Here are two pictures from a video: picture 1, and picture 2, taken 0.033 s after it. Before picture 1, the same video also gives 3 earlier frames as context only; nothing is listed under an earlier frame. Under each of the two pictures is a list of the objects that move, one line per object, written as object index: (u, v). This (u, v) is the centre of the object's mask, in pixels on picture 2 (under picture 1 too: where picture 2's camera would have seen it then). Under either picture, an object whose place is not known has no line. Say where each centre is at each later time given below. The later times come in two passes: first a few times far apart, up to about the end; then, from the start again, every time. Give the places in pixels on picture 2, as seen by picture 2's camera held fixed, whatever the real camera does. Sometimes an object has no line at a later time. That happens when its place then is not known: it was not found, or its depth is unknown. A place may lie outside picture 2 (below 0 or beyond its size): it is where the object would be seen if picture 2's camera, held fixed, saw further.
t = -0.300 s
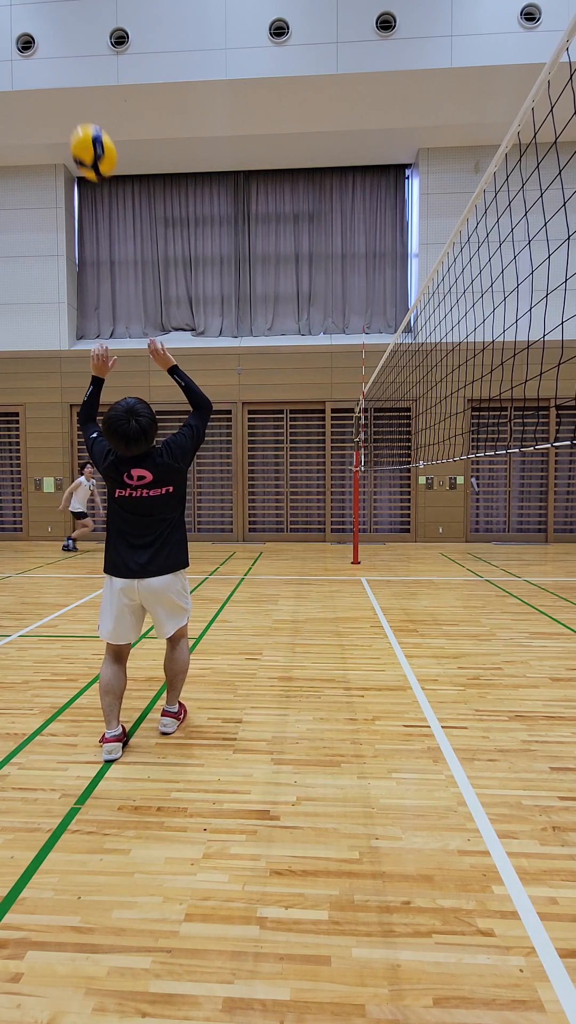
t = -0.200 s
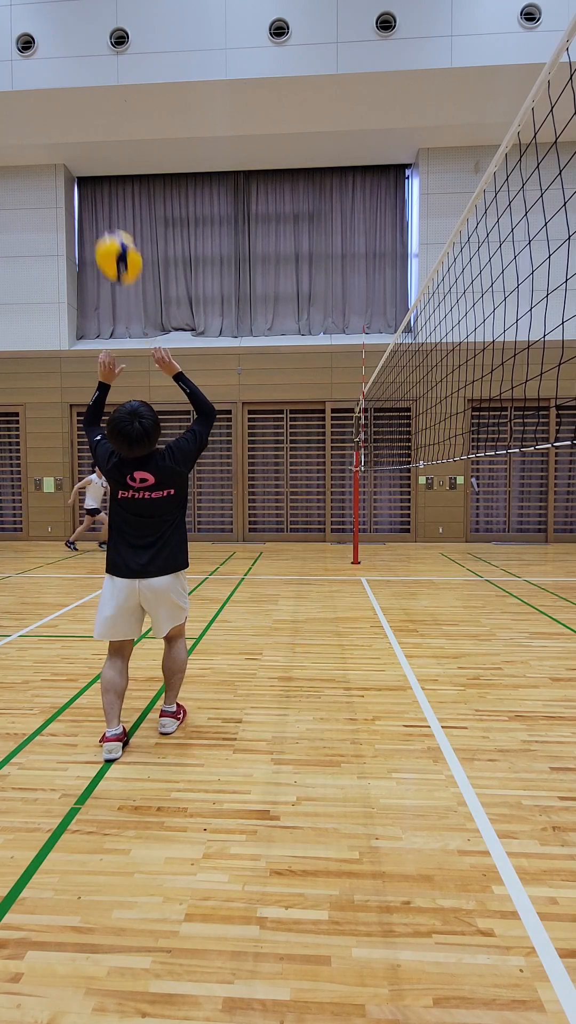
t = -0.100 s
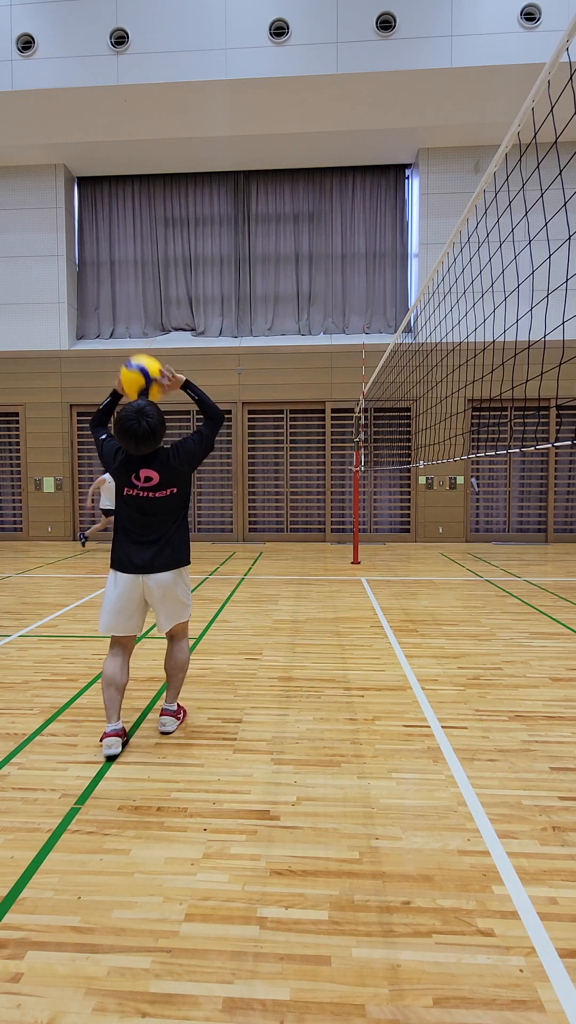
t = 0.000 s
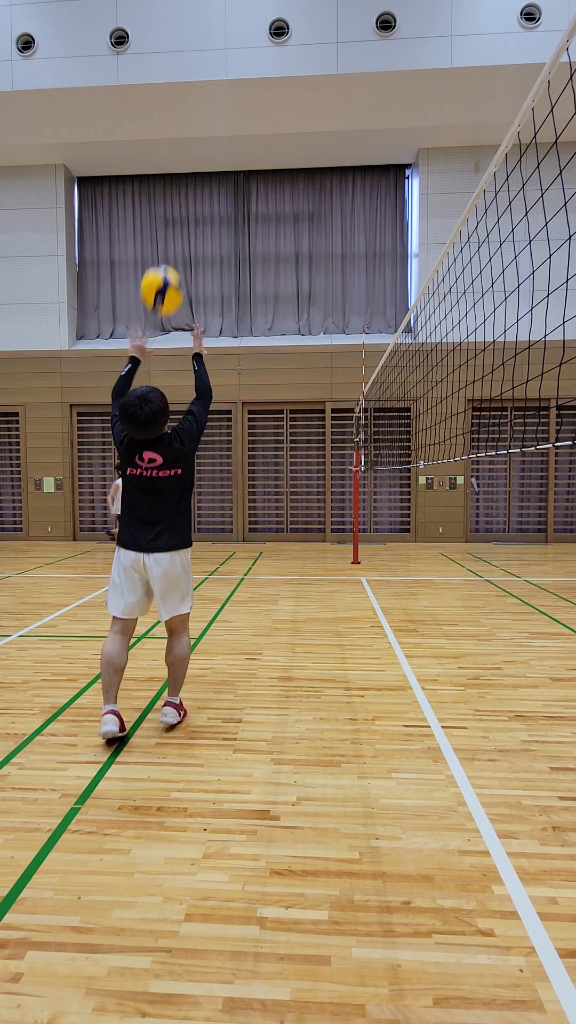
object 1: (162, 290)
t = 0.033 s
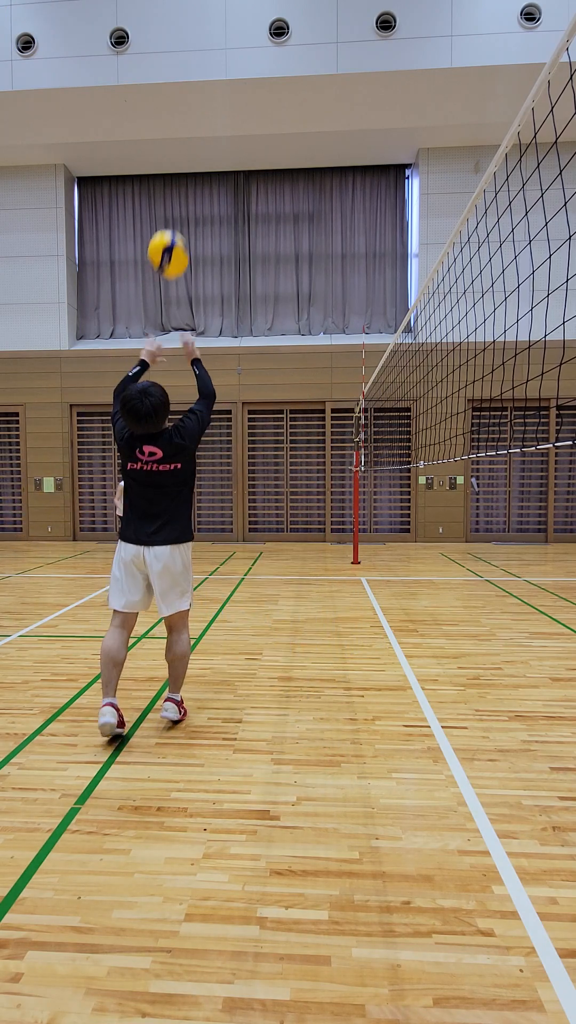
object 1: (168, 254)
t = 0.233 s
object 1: (200, 121)
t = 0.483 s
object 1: (228, 88)
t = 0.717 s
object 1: (246, 128)
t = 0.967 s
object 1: (261, 216)
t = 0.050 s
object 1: (171, 237)
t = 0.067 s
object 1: (174, 222)
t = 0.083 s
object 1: (177, 208)
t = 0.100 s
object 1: (180, 196)
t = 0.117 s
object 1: (182, 184)
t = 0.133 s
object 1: (185, 172)
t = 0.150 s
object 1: (188, 162)
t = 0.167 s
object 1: (190, 152)
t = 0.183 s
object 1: (193, 143)
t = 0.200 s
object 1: (195, 135)
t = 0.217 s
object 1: (198, 128)
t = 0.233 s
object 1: (200, 121)
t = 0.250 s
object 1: (202, 115)
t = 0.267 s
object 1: (204, 110)
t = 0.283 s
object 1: (206, 106)
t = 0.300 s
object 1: (208, 102)
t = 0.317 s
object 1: (210, 99)
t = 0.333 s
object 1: (212, 96)
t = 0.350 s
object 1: (214, 93)
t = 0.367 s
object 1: (216, 91)
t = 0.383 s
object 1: (218, 90)
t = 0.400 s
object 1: (219, 88)
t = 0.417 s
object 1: (221, 88)
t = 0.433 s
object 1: (223, 87)
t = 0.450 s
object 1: (224, 87)
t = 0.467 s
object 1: (226, 87)
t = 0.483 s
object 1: (228, 88)
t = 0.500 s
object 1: (229, 89)
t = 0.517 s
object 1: (231, 90)
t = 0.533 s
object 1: (232, 92)
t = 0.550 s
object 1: (234, 94)
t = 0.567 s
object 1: (235, 96)
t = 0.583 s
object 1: (236, 99)
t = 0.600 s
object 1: (238, 101)
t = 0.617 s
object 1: (239, 105)
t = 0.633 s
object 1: (240, 108)
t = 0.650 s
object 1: (242, 112)
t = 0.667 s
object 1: (243, 115)
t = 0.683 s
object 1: (244, 119)
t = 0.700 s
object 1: (245, 123)
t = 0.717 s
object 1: (246, 128)
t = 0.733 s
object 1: (247, 133)
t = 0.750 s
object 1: (249, 138)
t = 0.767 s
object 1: (250, 143)
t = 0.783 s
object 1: (251, 148)
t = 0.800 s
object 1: (252, 153)
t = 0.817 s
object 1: (253, 160)
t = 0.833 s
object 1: (254, 165)
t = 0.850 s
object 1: (255, 171)
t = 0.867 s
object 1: (256, 177)
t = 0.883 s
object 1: (257, 183)
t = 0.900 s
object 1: (258, 189)
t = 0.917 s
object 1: (259, 196)
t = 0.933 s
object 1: (260, 203)
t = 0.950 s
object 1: (261, 209)
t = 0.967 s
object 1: (261, 216)
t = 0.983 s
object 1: (262, 223)
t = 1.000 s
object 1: (263, 230)
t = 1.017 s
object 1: (264, 238)
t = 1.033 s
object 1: (265, 245)
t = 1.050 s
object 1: (265, 252)
